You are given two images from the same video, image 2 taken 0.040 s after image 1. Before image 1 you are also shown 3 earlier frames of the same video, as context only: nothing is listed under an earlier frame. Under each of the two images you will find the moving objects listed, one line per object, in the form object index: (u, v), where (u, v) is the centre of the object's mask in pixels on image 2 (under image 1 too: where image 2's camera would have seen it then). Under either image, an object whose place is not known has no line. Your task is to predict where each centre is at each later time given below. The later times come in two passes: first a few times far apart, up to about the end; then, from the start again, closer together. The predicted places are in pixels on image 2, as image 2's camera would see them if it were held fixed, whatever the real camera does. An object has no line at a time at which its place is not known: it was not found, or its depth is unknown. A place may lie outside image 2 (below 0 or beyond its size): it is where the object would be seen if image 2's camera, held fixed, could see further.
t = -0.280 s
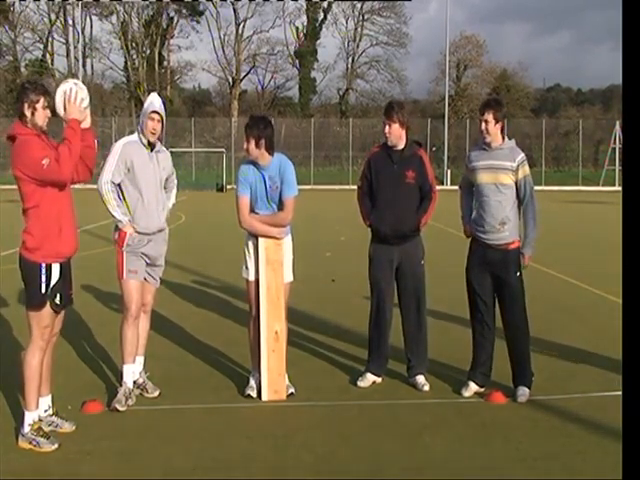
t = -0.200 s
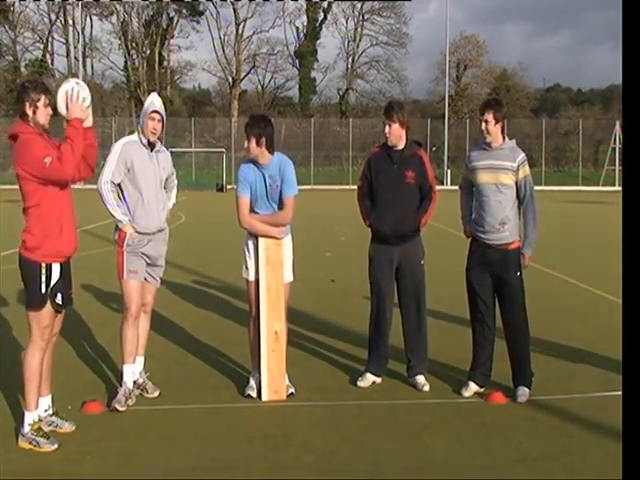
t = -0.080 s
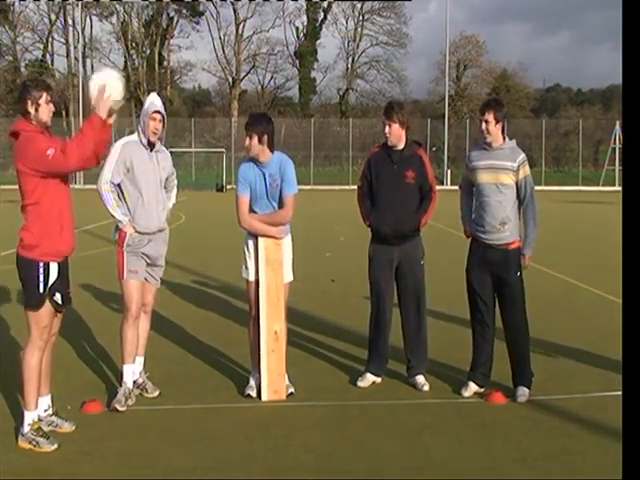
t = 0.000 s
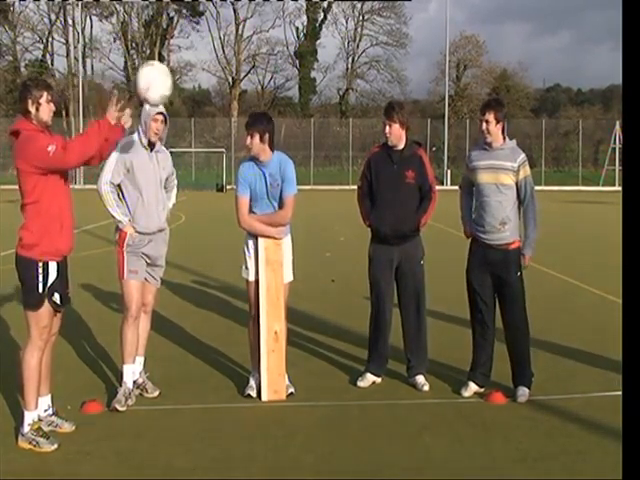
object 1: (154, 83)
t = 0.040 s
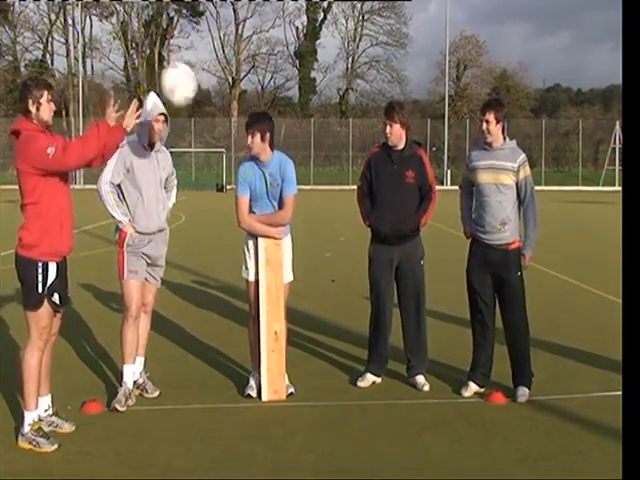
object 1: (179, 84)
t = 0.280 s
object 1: (324, 157)
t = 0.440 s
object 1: (418, 268)
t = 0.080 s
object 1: (203, 88)
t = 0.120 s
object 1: (227, 96)
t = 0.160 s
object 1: (250, 106)
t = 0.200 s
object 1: (276, 120)
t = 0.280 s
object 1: (324, 157)
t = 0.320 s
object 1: (348, 180)
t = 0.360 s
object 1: (372, 207)
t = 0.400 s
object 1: (394, 236)
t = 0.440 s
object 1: (418, 268)
